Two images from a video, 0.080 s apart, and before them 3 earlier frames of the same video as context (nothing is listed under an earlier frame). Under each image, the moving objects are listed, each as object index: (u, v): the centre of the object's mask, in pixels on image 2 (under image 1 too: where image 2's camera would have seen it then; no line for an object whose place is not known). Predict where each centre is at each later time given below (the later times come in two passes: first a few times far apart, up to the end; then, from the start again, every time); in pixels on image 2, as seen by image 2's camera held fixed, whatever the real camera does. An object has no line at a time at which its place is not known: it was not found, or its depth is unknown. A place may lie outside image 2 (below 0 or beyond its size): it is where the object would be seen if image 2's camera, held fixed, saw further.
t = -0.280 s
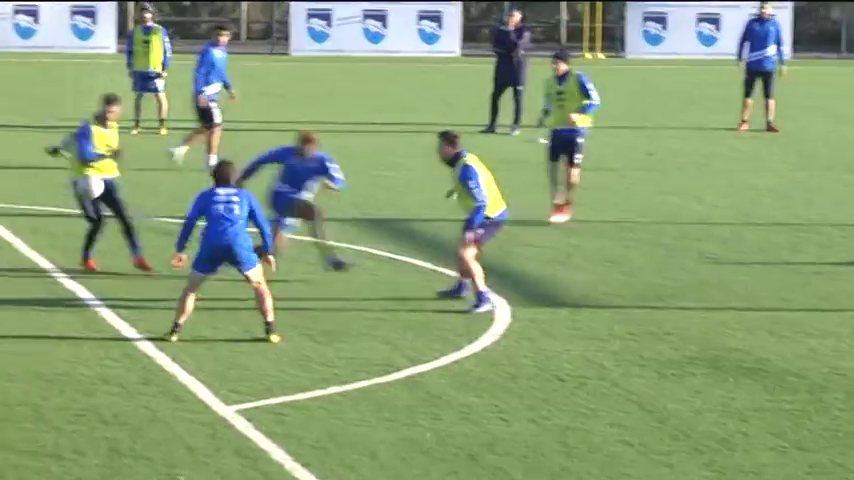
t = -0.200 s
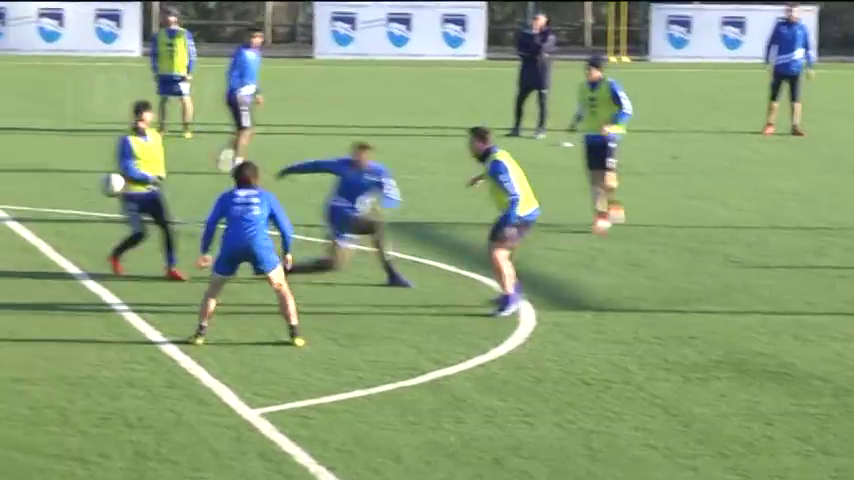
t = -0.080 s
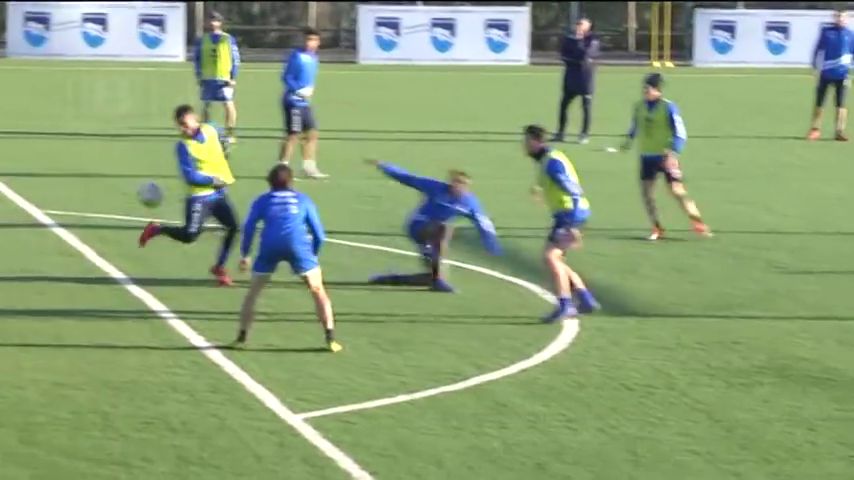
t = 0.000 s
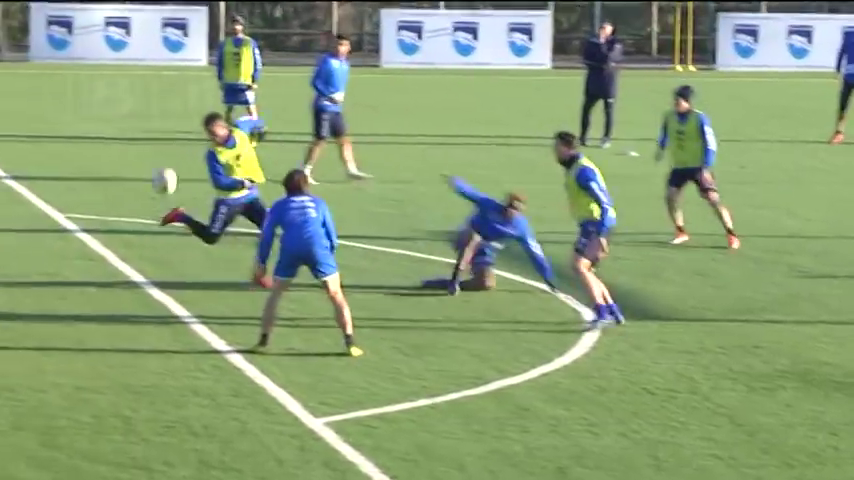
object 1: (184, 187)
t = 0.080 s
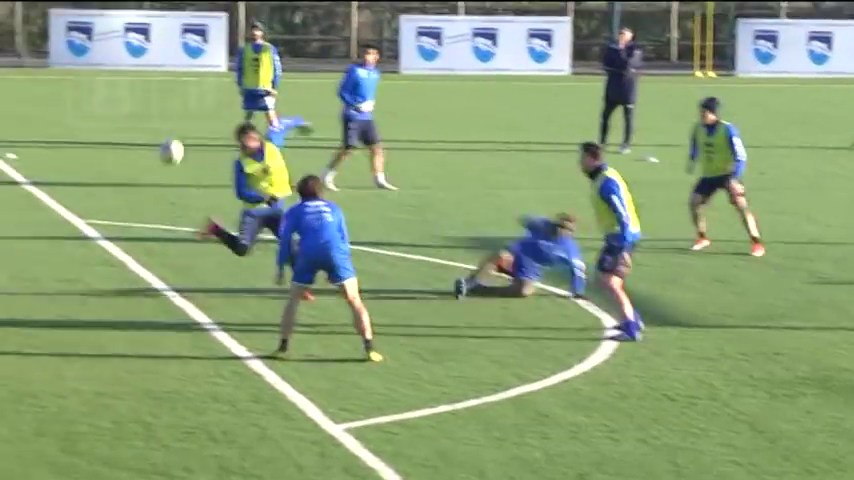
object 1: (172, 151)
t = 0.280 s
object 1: (137, 93)
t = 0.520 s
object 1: (99, 80)
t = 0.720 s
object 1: (68, 118)
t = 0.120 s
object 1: (165, 136)
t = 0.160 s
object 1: (158, 123)
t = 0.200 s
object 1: (151, 111)
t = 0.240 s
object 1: (144, 101)
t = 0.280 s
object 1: (137, 93)
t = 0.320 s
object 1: (131, 87)
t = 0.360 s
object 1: (124, 82)
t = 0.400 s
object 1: (119, 79)
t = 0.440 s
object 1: (112, 78)
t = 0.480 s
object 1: (105, 79)
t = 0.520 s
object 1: (99, 80)
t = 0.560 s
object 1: (93, 85)
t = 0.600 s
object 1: (86, 90)
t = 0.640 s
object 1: (80, 98)
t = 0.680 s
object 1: (74, 106)
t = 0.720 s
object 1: (68, 118)
